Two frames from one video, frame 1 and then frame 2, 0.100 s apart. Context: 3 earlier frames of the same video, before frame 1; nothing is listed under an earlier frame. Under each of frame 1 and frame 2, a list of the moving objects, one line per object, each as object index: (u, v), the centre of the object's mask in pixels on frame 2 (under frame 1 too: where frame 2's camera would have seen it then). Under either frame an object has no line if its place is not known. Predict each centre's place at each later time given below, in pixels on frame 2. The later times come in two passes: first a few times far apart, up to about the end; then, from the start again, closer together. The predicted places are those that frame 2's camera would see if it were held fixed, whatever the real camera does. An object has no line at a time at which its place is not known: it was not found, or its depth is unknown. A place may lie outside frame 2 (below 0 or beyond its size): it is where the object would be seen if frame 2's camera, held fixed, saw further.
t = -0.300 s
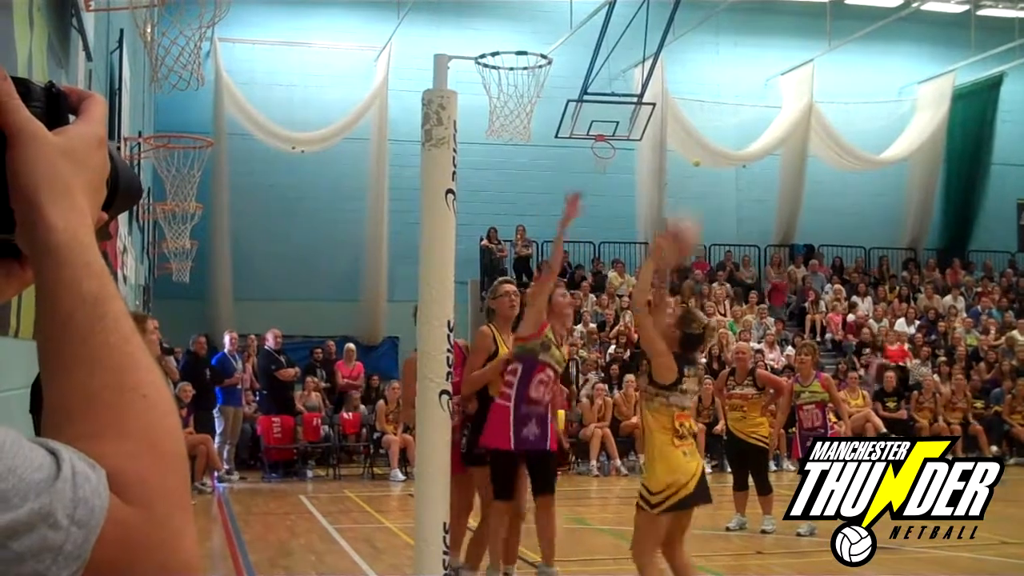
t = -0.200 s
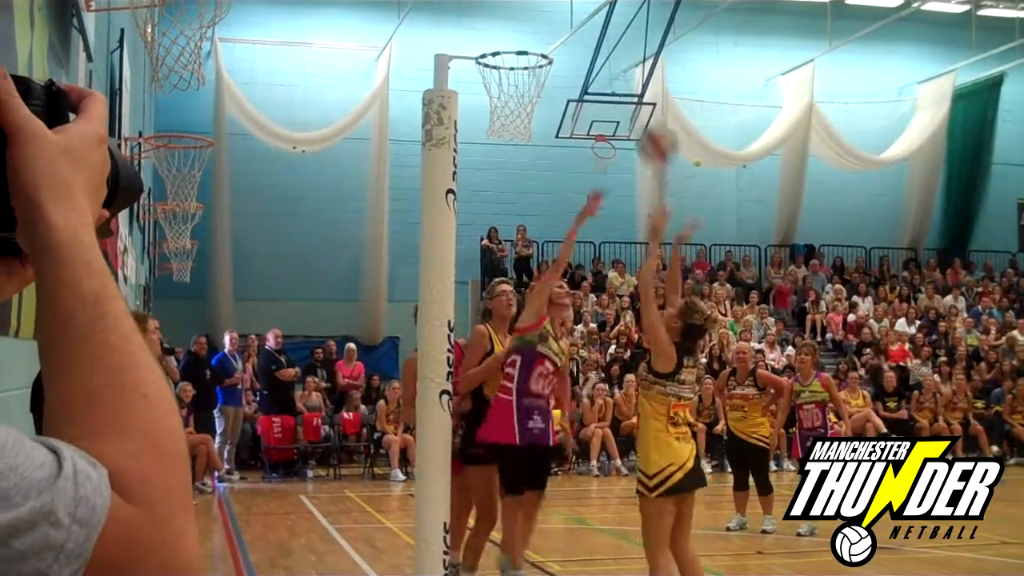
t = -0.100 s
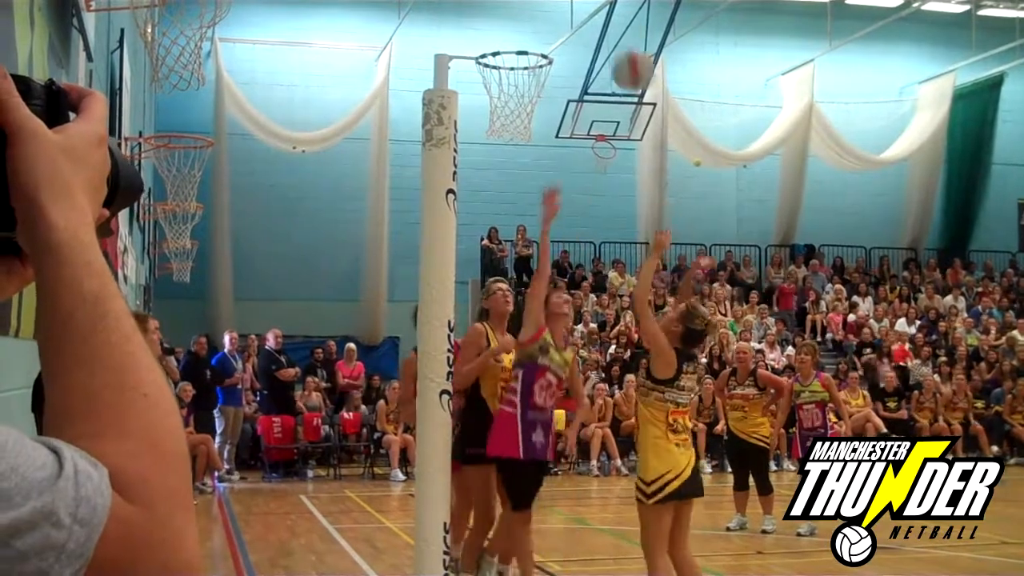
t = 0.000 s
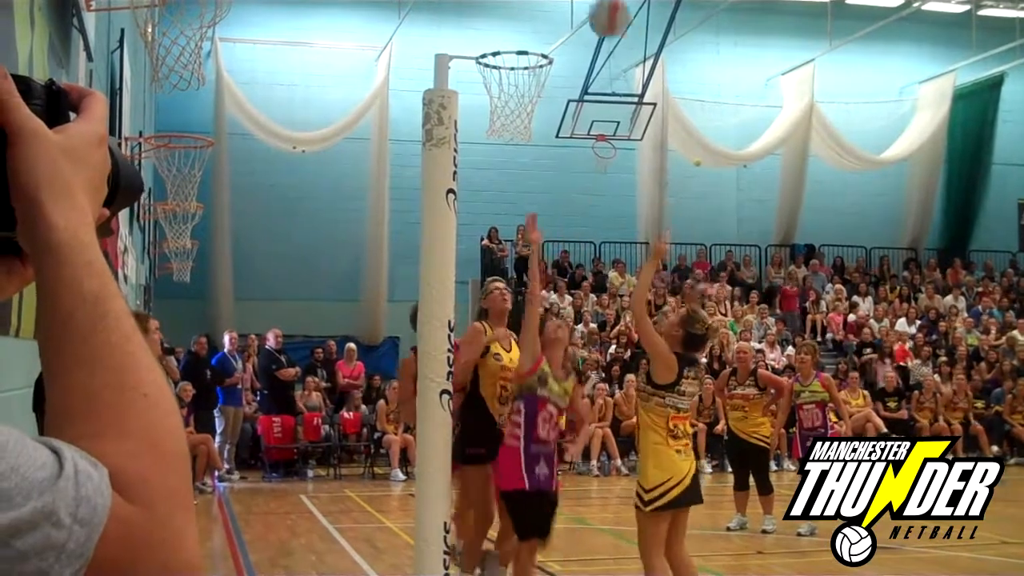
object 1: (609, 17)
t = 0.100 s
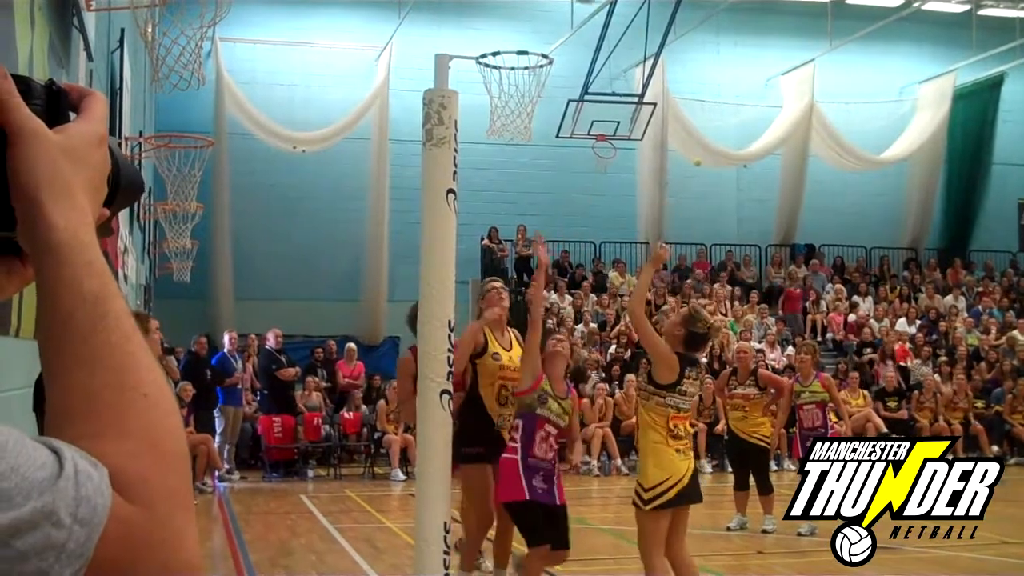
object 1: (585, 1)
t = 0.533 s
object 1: (494, 37)
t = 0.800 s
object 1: (514, 17)
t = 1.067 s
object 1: (527, 97)
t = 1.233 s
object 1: (516, 167)
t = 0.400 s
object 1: (522, -2)
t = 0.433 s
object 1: (515, 2)
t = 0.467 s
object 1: (508, 9)
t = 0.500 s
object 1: (501, 24)
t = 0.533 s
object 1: (494, 37)
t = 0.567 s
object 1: (494, 36)
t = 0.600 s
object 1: (497, 30)
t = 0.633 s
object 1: (500, 23)
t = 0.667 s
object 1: (503, 18)
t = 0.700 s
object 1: (506, 15)
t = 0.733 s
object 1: (509, 14)
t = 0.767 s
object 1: (512, 14)
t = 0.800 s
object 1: (514, 17)
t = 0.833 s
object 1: (517, 21)
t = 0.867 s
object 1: (520, 27)
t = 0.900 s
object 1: (523, 35)
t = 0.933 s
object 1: (525, 47)
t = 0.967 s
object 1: (529, 59)
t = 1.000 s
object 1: (529, 72)
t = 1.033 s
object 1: (528, 83)
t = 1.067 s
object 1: (527, 97)
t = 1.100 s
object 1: (524, 110)
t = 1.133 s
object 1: (522, 121)
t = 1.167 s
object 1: (519, 135)
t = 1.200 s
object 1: (519, 147)
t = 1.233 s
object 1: (516, 167)
